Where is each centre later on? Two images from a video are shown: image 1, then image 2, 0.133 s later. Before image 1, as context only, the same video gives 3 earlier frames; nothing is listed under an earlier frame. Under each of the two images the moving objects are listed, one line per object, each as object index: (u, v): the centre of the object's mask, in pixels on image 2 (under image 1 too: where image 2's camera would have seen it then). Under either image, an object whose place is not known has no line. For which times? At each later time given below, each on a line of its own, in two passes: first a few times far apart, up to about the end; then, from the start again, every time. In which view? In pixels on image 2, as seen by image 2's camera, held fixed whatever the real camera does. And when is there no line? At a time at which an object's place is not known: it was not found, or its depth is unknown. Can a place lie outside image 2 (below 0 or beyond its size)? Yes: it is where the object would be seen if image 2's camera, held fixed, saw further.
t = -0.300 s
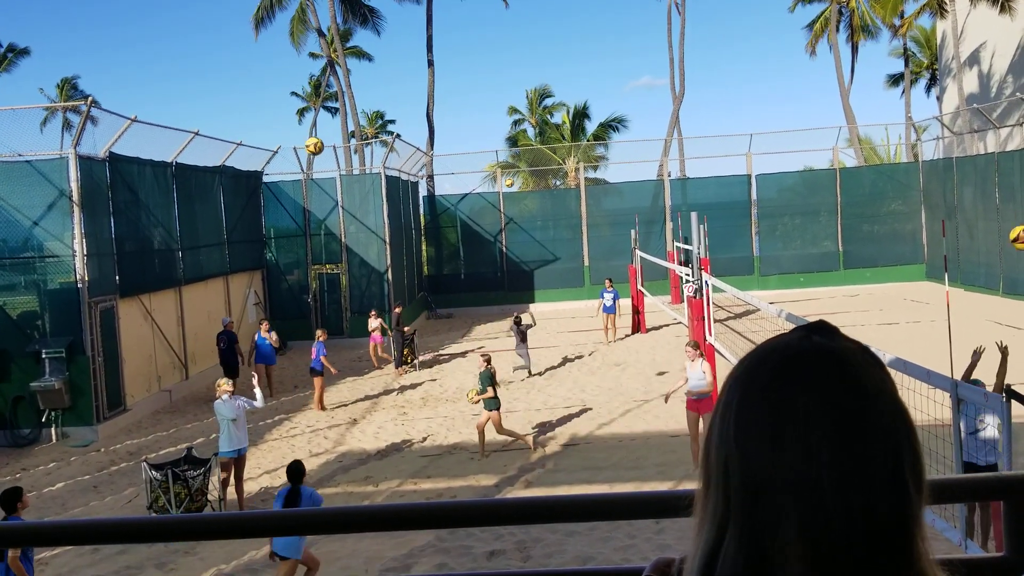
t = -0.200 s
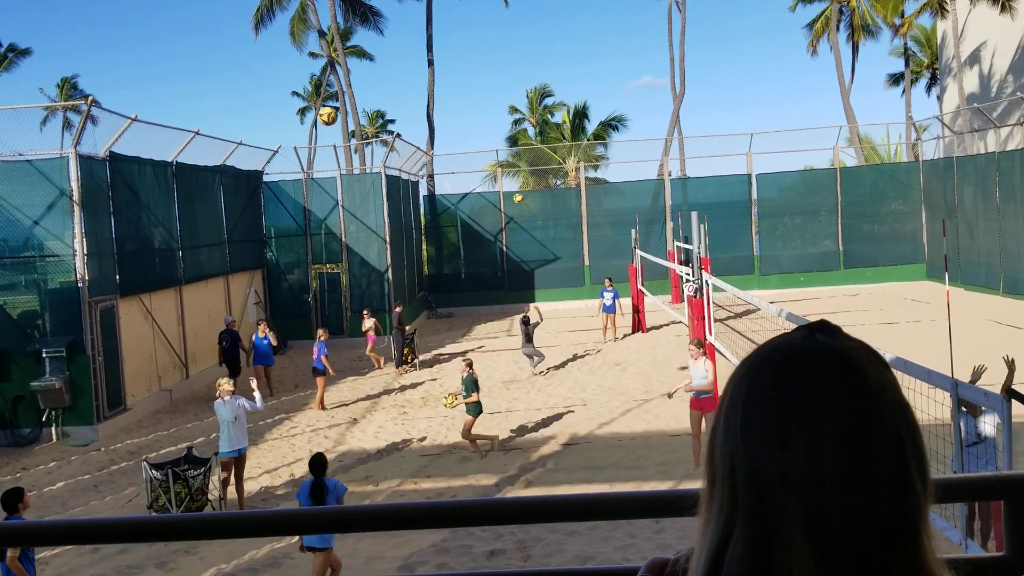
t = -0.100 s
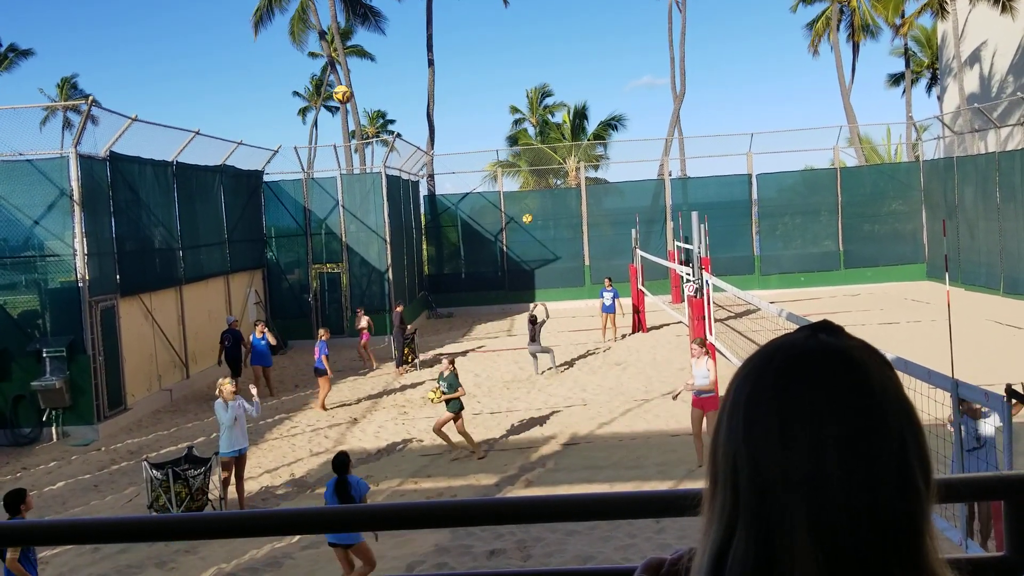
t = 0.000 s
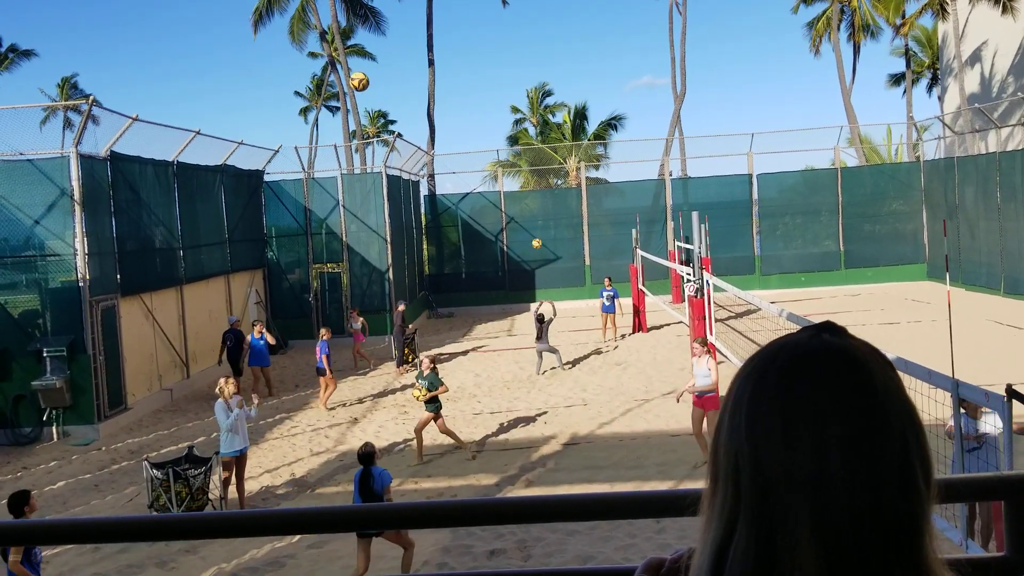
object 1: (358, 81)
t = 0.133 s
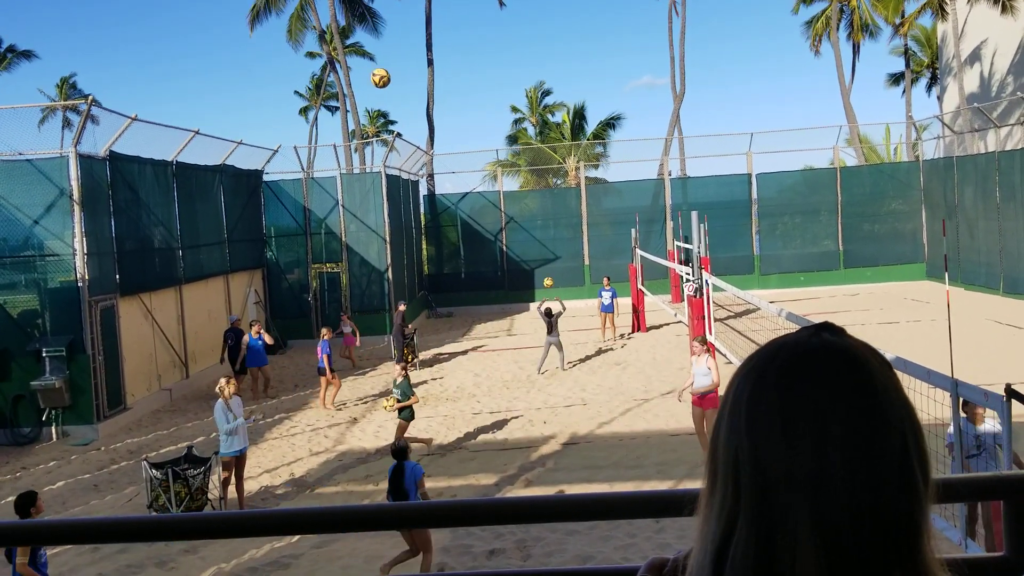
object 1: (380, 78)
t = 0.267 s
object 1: (404, 91)
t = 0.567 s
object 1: (461, 181)
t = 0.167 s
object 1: (386, 80)
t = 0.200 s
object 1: (392, 82)
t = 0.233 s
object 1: (398, 86)
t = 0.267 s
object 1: (404, 91)
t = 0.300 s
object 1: (410, 97)
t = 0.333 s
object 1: (416, 104)
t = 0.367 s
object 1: (421, 112)
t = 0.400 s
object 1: (428, 121)
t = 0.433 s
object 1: (435, 131)
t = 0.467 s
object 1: (441, 142)
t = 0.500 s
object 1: (447, 154)
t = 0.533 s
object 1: (454, 167)
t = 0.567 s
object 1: (461, 181)
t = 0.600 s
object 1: (467, 196)
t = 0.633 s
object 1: (473, 212)
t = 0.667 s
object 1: (480, 229)
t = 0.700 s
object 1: (487, 247)
